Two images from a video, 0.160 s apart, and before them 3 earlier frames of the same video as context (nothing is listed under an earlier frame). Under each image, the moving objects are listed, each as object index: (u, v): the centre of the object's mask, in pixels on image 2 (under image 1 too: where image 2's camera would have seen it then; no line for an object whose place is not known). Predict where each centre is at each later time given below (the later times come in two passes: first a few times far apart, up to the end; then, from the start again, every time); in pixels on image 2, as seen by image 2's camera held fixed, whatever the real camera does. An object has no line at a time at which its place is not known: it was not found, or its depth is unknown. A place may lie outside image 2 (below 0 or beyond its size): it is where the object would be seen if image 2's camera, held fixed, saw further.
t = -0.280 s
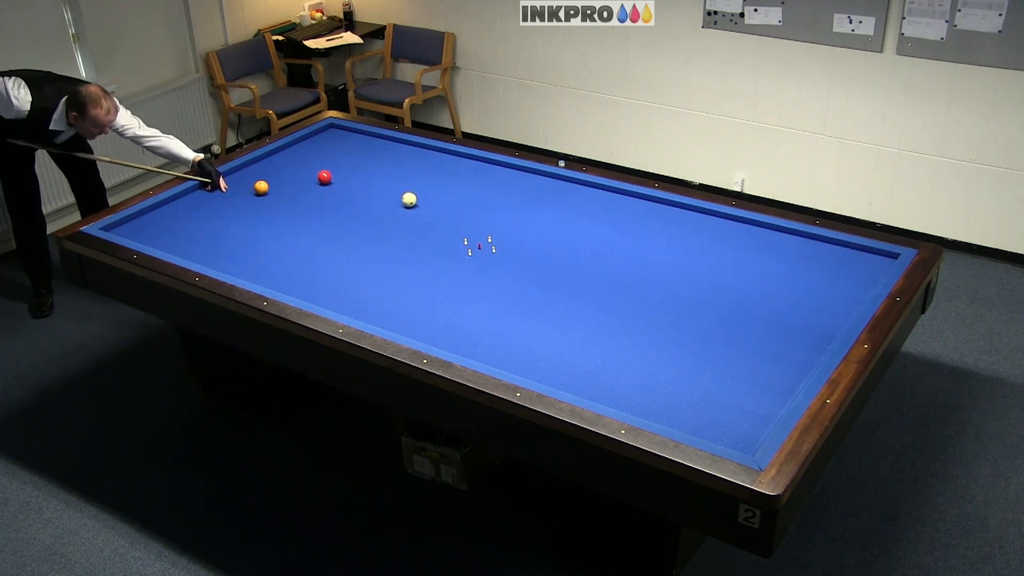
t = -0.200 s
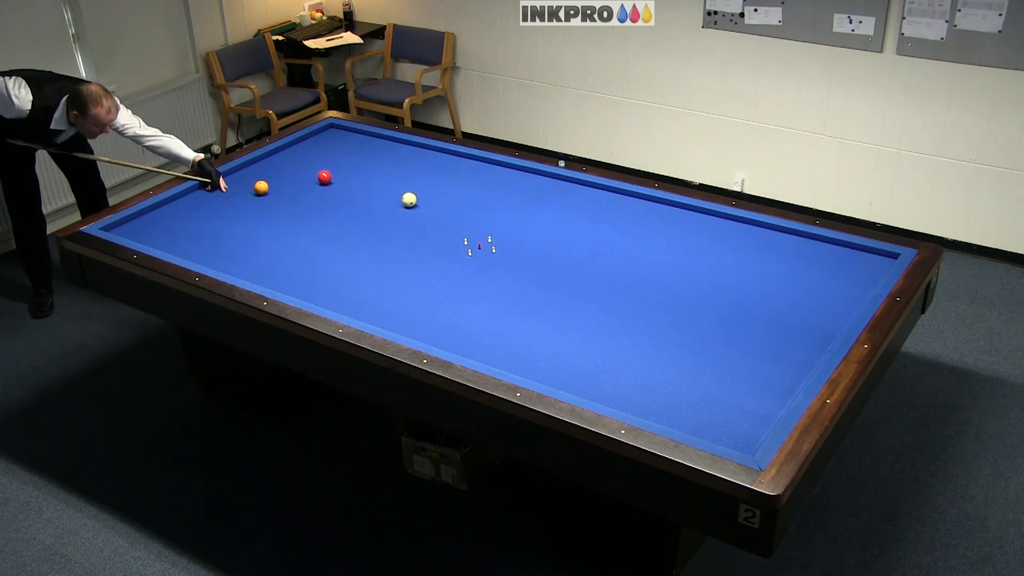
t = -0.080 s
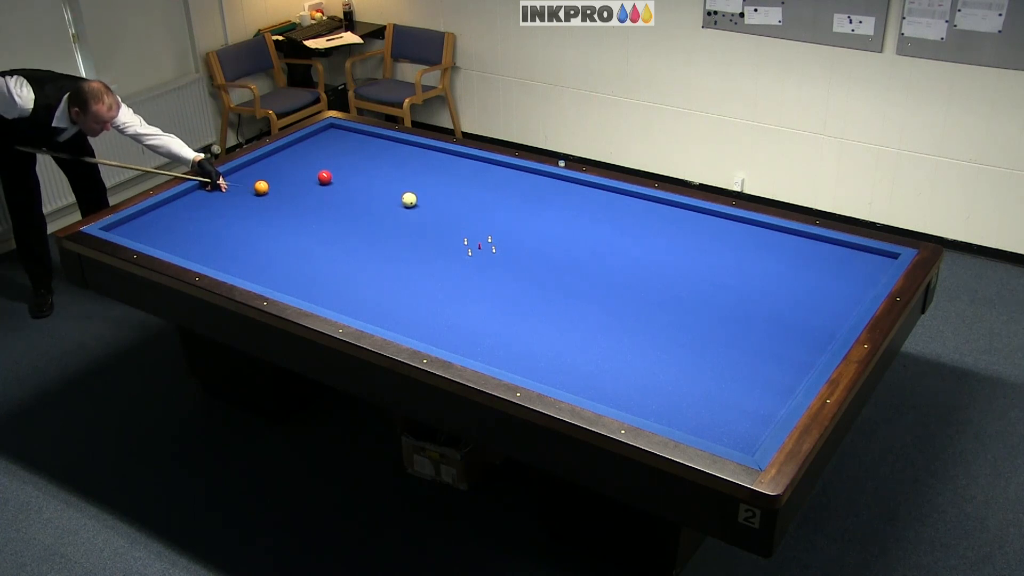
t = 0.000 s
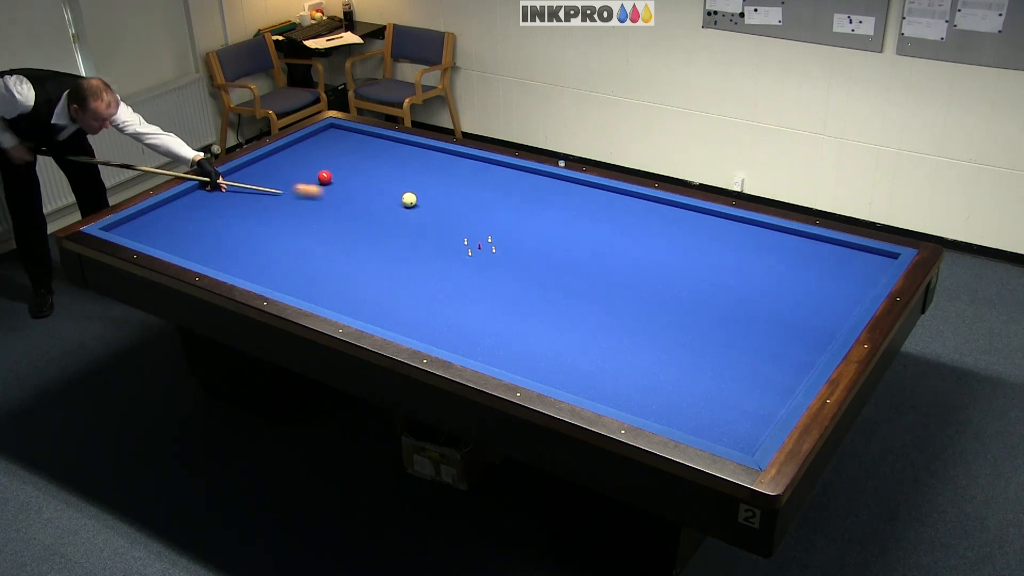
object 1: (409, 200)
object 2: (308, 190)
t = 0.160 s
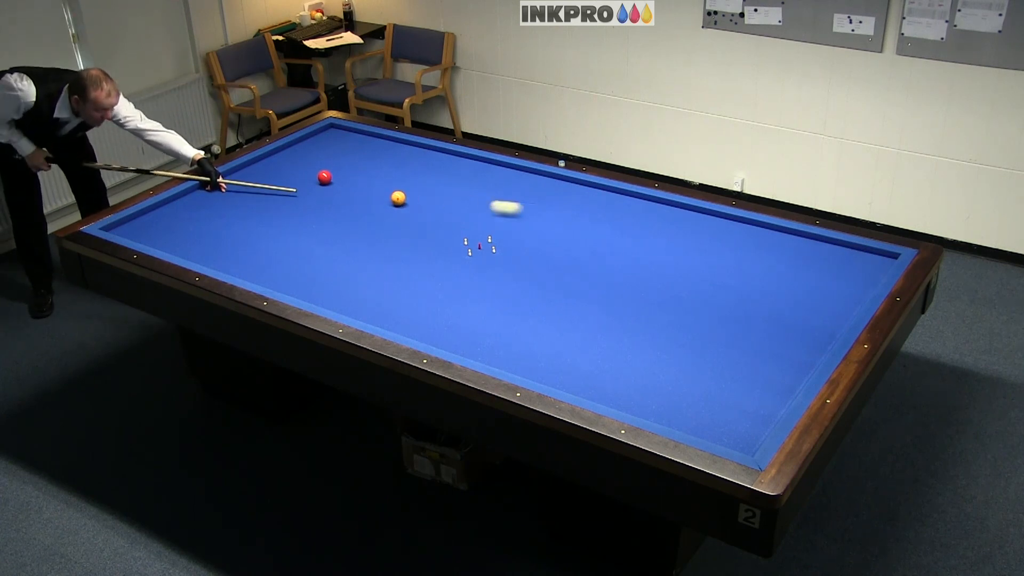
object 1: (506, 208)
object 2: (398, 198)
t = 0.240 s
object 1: (599, 216)
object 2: (398, 198)
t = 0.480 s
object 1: (858, 255)
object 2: (395, 196)
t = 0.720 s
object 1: (726, 256)
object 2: (393, 195)
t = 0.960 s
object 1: (575, 246)
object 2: (391, 194)
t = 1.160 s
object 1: (472, 239)
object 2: (390, 193)
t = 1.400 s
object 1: (355, 233)
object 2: (389, 193)
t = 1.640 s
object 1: (244, 226)
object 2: (389, 192)
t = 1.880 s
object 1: (139, 220)
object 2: (388, 192)
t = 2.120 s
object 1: (158, 239)
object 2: (388, 192)
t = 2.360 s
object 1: (191, 253)
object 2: (388, 192)
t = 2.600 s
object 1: (232, 260)
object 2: (388, 192)
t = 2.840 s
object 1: (274, 267)
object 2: (388, 192)
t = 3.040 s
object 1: (310, 273)
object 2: (388, 192)
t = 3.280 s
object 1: (353, 281)
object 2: (388, 192)
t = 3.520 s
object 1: (398, 288)
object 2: (388, 192)
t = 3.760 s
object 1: (443, 296)
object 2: (388, 192)
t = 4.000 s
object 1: (489, 304)
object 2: (388, 192)
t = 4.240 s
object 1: (536, 312)
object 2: (388, 192)
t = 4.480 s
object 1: (583, 319)
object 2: (388, 192)
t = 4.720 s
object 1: (630, 327)
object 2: (388, 192)
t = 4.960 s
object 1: (678, 335)
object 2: (388, 192)
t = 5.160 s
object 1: (718, 341)
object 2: (388, 192)
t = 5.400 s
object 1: (766, 349)
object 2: (388, 192)
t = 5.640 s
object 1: (814, 357)
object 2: (388, 192)
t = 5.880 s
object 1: (793, 346)
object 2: (388, 192)
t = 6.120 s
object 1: (773, 336)
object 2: (388, 192)
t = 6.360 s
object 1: (753, 326)
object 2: (388, 192)
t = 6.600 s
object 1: (735, 317)
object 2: (388, 192)
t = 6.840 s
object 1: (718, 308)
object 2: (388, 192)
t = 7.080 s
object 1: (702, 300)
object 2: (388, 192)
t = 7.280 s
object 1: (689, 293)
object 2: (388, 192)
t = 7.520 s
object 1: (674, 286)
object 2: (388, 192)
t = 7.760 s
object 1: (660, 279)
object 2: (388, 192)
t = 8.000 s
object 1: (647, 272)
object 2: (388, 192)
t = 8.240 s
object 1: (636, 266)
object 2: (388, 192)
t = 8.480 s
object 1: (625, 260)
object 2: (388, 192)
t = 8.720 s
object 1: (614, 255)
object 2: (388, 192)
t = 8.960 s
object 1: (604, 250)
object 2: (388, 192)
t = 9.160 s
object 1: (596, 246)
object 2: (388, 192)
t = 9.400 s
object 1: (587, 242)
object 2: (388, 192)
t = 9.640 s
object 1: (579, 238)
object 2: (388, 192)
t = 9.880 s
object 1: (572, 234)
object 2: (388, 192)
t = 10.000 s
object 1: (568, 233)
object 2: (388, 192)
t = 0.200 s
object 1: (552, 212)
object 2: (398, 198)
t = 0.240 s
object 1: (599, 216)
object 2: (398, 198)
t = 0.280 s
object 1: (645, 221)
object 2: (398, 197)
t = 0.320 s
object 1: (692, 225)
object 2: (397, 197)
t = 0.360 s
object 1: (739, 229)
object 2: (397, 197)
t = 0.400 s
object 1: (786, 234)
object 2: (396, 197)
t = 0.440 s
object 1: (825, 241)
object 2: (396, 196)
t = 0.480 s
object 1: (858, 255)
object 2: (395, 196)
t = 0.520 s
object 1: (879, 265)
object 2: (395, 196)
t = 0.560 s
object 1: (847, 264)
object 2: (395, 196)
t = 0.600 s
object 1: (815, 262)
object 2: (394, 196)
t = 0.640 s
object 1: (784, 260)
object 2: (394, 196)
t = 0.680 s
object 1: (754, 258)
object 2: (394, 195)
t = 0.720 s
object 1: (726, 256)
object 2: (393, 195)
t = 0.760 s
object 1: (697, 254)
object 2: (393, 195)
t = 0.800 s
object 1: (671, 252)
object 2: (393, 195)
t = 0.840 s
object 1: (645, 251)
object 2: (392, 195)
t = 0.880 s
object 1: (621, 249)
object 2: (392, 194)
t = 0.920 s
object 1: (598, 247)
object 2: (392, 194)
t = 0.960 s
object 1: (575, 246)
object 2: (391, 194)
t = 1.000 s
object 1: (554, 245)
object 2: (391, 194)
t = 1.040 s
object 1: (533, 243)
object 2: (391, 194)
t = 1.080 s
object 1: (513, 242)
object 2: (391, 194)
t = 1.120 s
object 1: (492, 240)
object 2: (390, 194)
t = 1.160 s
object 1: (472, 239)
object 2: (390, 193)
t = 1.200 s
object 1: (452, 239)
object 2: (390, 193)
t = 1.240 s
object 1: (432, 237)
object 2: (390, 193)
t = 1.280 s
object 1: (412, 236)
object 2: (390, 193)
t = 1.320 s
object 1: (393, 235)
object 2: (389, 193)
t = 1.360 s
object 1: (373, 234)
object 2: (389, 193)
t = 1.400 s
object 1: (355, 233)
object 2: (389, 193)
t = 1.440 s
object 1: (336, 231)
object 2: (389, 193)
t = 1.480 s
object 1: (317, 230)
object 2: (389, 192)
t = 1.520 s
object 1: (298, 229)
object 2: (389, 191)
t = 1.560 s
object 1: (280, 228)
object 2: (389, 192)
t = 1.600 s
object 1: (262, 227)
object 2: (389, 192)
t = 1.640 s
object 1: (244, 226)
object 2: (389, 192)
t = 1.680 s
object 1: (226, 225)
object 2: (389, 192)
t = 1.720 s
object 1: (208, 224)
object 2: (388, 192)
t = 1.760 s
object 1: (191, 223)
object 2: (388, 192)
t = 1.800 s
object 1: (174, 222)
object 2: (388, 192)
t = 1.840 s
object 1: (156, 221)
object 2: (388, 192)
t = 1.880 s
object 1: (139, 220)
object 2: (388, 192)
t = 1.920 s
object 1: (128, 220)
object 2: (388, 192)
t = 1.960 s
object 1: (135, 224)
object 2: (388, 192)
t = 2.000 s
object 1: (141, 229)
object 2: (388, 192)
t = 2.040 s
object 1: (147, 232)
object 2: (388, 192)
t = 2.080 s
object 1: (153, 236)
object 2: (388, 192)
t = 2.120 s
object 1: (158, 239)
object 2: (388, 192)
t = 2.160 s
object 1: (162, 243)
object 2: (388, 192)
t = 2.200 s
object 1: (166, 246)
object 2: (388, 192)
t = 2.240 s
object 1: (170, 248)
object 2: (388, 192)
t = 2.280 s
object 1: (177, 249)
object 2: (388, 192)
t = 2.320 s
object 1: (184, 251)
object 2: (388, 192)
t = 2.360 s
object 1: (191, 253)
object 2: (388, 192)
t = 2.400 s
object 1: (198, 254)
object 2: (388, 192)
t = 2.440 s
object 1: (204, 256)
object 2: (388, 192)
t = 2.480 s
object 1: (211, 256)
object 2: (388, 192)
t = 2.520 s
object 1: (218, 258)
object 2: (388, 192)
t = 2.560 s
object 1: (225, 259)
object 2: (388, 192)
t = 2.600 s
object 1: (232, 260)
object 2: (388, 192)
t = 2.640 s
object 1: (239, 261)
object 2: (388, 192)
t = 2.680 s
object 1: (246, 262)
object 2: (388, 192)
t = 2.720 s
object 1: (252, 264)
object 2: (388, 191)
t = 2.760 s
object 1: (260, 265)
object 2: (388, 192)
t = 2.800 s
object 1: (267, 266)
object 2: (388, 192)
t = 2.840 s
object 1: (274, 267)
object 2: (388, 192)
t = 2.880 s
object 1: (281, 268)
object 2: (388, 192)
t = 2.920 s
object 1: (288, 270)
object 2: (388, 192)
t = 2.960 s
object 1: (295, 271)
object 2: (388, 192)
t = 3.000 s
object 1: (302, 272)
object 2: (388, 192)
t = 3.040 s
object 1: (310, 273)
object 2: (388, 192)
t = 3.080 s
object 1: (317, 275)
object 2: (388, 192)
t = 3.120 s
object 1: (324, 276)
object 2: (388, 192)
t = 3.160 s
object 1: (332, 277)
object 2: (388, 192)
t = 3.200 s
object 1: (339, 278)
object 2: (388, 192)
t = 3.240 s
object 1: (346, 280)
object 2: (388, 192)
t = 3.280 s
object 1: (353, 281)
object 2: (388, 192)
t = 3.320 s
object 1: (360, 282)
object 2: (388, 192)
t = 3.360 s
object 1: (368, 283)
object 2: (388, 192)
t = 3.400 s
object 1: (376, 284)
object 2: (388, 192)
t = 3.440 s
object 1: (383, 286)
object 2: (388, 192)
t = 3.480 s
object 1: (390, 287)
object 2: (388, 192)
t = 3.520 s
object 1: (398, 288)
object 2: (388, 192)
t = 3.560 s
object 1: (405, 289)
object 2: (388, 192)
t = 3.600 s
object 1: (413, 291)
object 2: (388, 192)
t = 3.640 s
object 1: (421, 291)
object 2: (388, 192)
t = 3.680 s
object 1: (428, 293)
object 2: (388, 192)
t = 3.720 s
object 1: (436, 295)
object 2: (388, 192)
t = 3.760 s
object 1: (443, 296)
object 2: (388, 192)
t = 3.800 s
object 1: (451, 297)
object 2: (388, 192)
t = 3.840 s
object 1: (458, 298)
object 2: (388, 192)
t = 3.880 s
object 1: (466, 300)
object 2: (388, 192)
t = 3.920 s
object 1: (474, 301)
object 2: (388, 192)
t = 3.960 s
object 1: (482, 302)
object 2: (388, 192)
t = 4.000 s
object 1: (489, 304)
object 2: (388, 192)
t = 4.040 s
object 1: (497, 305)
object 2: (388, 192)
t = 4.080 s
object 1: (505, 306)
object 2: (388, 192)
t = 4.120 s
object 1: (513, 307)
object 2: (388, 192)
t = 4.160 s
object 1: (520, 309)
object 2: (388, 192)
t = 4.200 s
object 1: (528, 310)
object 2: (388, 192)
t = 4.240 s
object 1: (536, 312)
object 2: (388, 192)
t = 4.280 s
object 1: (543, 313)
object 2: (388, 192)
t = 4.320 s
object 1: (551, 314)
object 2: (388, 192)
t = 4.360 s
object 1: (559, 315)
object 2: (388, 192)
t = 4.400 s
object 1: (567, 316)
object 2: (388, 192)
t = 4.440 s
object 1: (575, 318)
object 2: (388, 192)
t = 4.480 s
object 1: (583, 319)
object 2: (388, 192)
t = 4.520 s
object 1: (591, 320)
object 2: (388, 192)
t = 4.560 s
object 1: (599, 322)
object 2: (388, 192)
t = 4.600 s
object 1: (607, 323)
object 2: (388, 192)
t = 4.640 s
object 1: (614, 324)
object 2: (388, 192)
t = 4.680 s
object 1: (622, 326)
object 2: (388, 192)
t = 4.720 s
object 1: (630, 327)
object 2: (388, 192)
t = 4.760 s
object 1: (638, 328)
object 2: (388, 192)
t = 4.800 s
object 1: (646, 330)
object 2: (388, 192)
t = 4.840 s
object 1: (654, 331)
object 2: (388, 192)
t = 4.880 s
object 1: (662, 332)
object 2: (388, 192)
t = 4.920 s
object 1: (670, 334)
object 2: (388, 192)
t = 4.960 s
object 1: (678, 335)
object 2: (388, 192)
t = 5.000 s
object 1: (686, 336)
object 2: (388, 192)
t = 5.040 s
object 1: (694, 337)
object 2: (388, 192)
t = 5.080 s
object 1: (702, 339)
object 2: (388, 192)
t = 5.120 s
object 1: (710, 340)
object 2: (388, 192)
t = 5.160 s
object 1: (718, 341)
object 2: (388, 192)
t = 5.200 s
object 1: (726, 343)
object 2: (388, 192)
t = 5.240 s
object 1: (734, 344)
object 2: (388, 192)
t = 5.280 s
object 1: (742, 345)
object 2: (388, 192)
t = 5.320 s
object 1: (750, 347)
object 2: (388, 192)
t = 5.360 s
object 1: (758, 348)
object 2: (388, 192)
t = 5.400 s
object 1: (766, 349)
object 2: (388, 192)
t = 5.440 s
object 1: (774, 351)
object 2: (388, 192)
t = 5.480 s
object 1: (782, 352)
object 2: (388, 192)
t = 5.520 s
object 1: (790, 353)
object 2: (388, 192)
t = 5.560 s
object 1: (798, 355)
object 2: (388, 192)
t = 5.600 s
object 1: (806, 356)
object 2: (388, 192)
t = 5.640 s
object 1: (814, 357)
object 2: (388, 192)
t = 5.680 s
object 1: (813, 356)
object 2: (388, 192)
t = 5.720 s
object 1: (808, 353)
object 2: (388, 192)
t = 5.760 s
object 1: (804, 352)
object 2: (388, 192)
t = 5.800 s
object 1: (800, 350)
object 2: (388, 192)
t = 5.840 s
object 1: (797, 348)
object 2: (388, 192)
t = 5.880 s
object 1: (793, 346)
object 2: (388, 192)
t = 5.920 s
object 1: (790, 345)
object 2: (388, 192)
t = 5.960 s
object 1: (786, 343)
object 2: (388, 192)
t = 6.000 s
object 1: (783, 341)
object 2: (388, 192)
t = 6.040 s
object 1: (779, 339)
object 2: (388, 192)
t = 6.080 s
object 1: (776, 338)
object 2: (388, 192)
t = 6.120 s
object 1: (773, 336)
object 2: (388, 192)
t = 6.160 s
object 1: (769, 334)
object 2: (388, 192)
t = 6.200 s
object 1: (766, 333)
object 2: (388, 192)
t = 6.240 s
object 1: (763, 331)
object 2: (388, 192)
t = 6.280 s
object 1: (760, 329)
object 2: (388, 192)
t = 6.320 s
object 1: (756, 327)
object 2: (388, 192)
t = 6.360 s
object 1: (753, 326)
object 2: (388, 192)
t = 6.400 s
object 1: (750, 324)
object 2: (388, 192)
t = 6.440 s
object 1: (747, 323)
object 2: (388, 192)
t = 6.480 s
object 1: (744, 321)
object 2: (388, 192)
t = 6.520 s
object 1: (741, 320)
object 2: (388, 192)
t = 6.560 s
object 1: (738, 318)
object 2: (388, 192)
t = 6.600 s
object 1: (735, 317)
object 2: (388, 192)
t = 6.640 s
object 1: (732, 315)
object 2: (388, 192)
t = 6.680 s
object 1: (729, 314)
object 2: (388, 192)
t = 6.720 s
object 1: (726, 312)
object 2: (388, 192)
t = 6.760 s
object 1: (723, 311)
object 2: (388, 192)
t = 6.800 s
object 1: (721, 309)
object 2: (388, 192)
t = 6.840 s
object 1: (718, 308)
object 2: (388, 192)
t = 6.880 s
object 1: (715, 306)
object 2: (388, 192)
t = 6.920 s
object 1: (712, 305)
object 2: (388, 192)
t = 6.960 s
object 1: (709, 304)
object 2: (388, 192)
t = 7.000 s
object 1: (707, 302)
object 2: (388, 192)
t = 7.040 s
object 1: (704, 301)
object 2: (388, 192)
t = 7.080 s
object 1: (702, 300)
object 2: (388, 192)
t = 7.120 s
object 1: (699, 298)
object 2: (388, 192)
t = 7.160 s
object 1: (696, 297)
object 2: (388, 192)
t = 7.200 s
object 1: (694, 295)
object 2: (388, 192)
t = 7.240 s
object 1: (691, 295)
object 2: (388, 192)
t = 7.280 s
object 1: (689, 293)
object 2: (388, 192)
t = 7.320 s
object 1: (686, 292)
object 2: (388, 192)
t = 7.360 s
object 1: (684, 290)
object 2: (388, 192)
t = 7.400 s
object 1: (681, 289)
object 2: (388, 192)
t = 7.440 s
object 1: (679, 288)
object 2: (388, 192)
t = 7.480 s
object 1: (676, 287)
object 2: (388, 192)
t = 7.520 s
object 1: (674, 286)
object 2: (388, 192)
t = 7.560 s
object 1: (672, 285)
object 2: (388, 192)
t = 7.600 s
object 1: (669, 283)
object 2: (388, 192)
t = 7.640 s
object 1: (667, 282)
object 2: (388, 192)
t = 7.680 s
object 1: (665, 281)
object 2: (388, 192)
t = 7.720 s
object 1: (663, 280)
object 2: (388, 192)
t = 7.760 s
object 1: (660, 279)
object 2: (388, 192)
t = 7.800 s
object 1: (658, 278)
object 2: (388, 192)
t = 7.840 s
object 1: (656, 277)
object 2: (388, 192)
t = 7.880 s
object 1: (654, 275)
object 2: (388, 192)
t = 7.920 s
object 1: (652, 274)
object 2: (388, 192)
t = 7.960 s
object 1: (650, 273)
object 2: (388, 192)
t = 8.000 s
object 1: (647, 272)
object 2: (388, 192)
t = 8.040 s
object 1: (645, 271)
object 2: (388, 192)
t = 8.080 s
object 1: (644, 270)
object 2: (388, 192)
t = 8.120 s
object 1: (641, 269)
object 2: (388, 192)
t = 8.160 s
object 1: (639, 268)
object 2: (388, 192)
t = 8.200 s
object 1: (638, 267)
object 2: (388, 192)
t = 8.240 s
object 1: (636, 266)
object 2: (388, 192)
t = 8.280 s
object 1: (634, 265)
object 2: (388, 192)
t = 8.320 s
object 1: (632, 264)
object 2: (388, 192)
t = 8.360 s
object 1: (630, 263)
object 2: (388, 192)
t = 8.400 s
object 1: (628, 262)
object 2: (388, 192)
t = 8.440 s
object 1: (626, 261)
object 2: (388, 192)
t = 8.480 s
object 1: (625, 260)
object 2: (388, 192)
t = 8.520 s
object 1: (623, 259)
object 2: (388, 192)
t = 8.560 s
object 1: (621, 258)
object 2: (388, 192)
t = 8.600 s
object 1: (619, 258)
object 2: (388, 192)
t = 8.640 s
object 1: (617, 257)
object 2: (388, 192)
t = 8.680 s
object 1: (616, 256)
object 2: (388, 192)
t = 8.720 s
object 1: (614, 255)
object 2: (388, 192)
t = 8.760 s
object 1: (612, 254)
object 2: (388, 192)
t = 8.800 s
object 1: (611, 253)
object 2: (388, 192)
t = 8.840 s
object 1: (609, 253)
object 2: (388, 192)
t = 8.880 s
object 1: (607, 252)
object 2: (388, 192)
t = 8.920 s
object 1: (606, 251)
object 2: (388, 192)
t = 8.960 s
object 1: (604, 250)
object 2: (388, 192)
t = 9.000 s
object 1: (602, 250)
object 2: (388, 192)
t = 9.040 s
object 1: (601, 249)
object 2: (388, 192)
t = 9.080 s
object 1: (599, 248)
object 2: (388, 192)
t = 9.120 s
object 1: (597, 247)
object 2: (388, 192)
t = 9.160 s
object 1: (596, 246)
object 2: (388, 192)
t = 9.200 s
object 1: (595, 245)
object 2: (388, 192)
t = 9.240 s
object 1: (593, 245)
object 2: (388, 192)
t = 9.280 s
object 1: (592, 244)
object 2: (388, 192)
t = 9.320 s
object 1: (590, 243)
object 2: (388, 192)
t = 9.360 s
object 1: (589, 243)
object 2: (388, 192)
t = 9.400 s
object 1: (587, 242)
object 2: (388, 192)
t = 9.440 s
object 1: (586, 241)
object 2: (388, 192)
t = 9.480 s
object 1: (585, 241)
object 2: (388, 192)
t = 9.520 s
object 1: (583, 240)
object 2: (388, 192)
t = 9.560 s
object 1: (582, 239)
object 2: (388, 192)
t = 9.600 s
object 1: (581, 239)
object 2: (388, 192)
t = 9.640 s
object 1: (579, 238)
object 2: (388, 192)
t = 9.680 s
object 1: (578, 237)
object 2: (388, 192)
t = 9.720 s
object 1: (577, 237)
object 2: (388, 192)
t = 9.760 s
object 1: (576, 236)
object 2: (388, 192)
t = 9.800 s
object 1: (574, 235)
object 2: (388, 192)
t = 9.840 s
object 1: (573, 235)
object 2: (388, 192)
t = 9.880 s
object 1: (572, 234)
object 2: (388, 192)
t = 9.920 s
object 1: (571, 234)
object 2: (388, 192)
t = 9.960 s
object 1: (569, 233)
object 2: (388, 192)
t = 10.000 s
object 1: (568, 233)
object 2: (388, 192)
